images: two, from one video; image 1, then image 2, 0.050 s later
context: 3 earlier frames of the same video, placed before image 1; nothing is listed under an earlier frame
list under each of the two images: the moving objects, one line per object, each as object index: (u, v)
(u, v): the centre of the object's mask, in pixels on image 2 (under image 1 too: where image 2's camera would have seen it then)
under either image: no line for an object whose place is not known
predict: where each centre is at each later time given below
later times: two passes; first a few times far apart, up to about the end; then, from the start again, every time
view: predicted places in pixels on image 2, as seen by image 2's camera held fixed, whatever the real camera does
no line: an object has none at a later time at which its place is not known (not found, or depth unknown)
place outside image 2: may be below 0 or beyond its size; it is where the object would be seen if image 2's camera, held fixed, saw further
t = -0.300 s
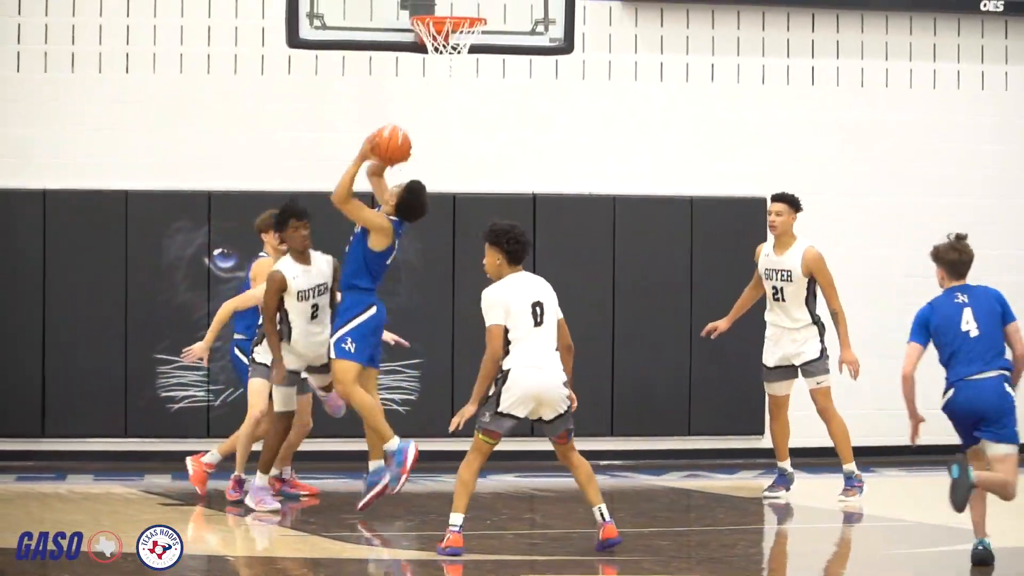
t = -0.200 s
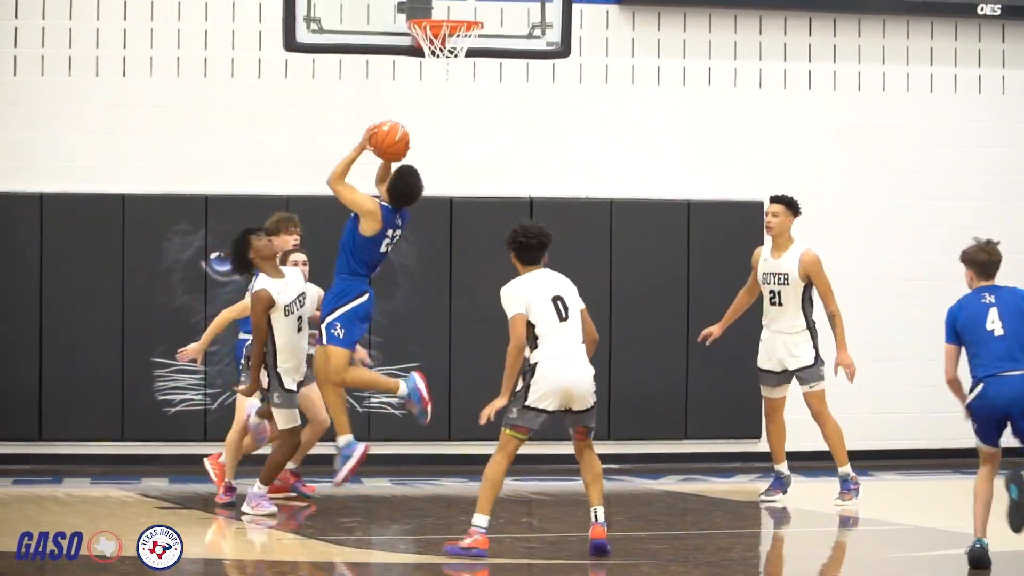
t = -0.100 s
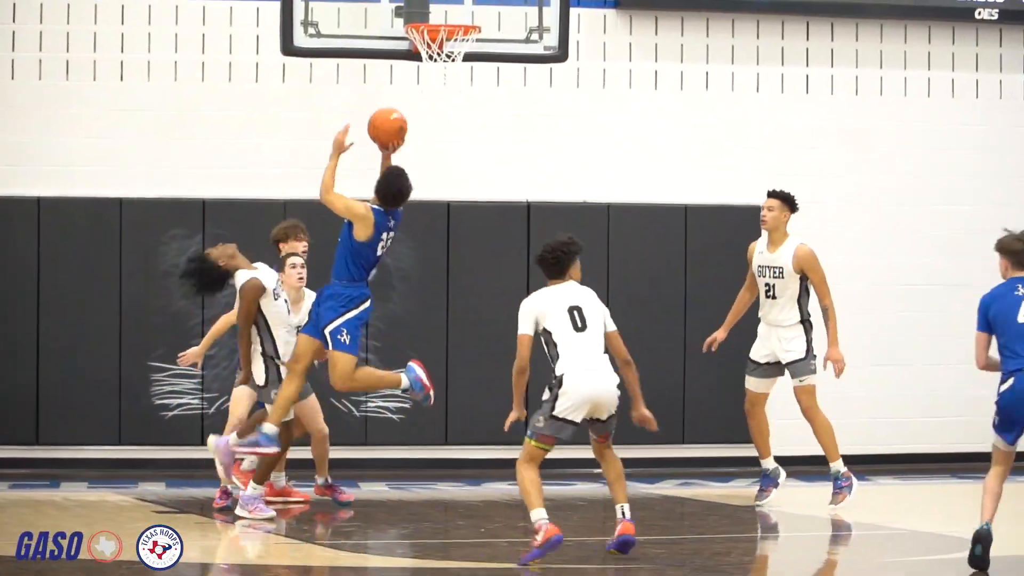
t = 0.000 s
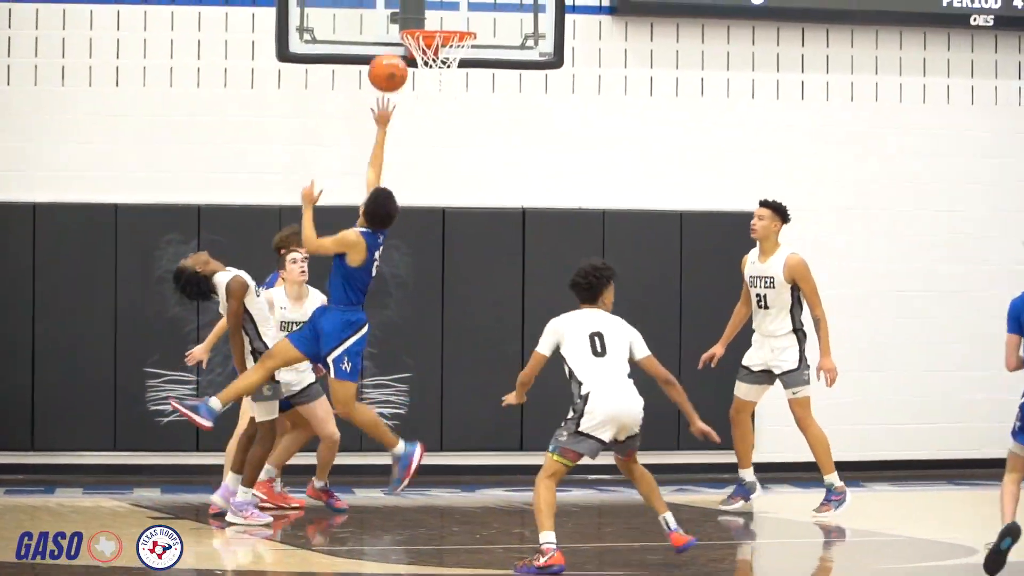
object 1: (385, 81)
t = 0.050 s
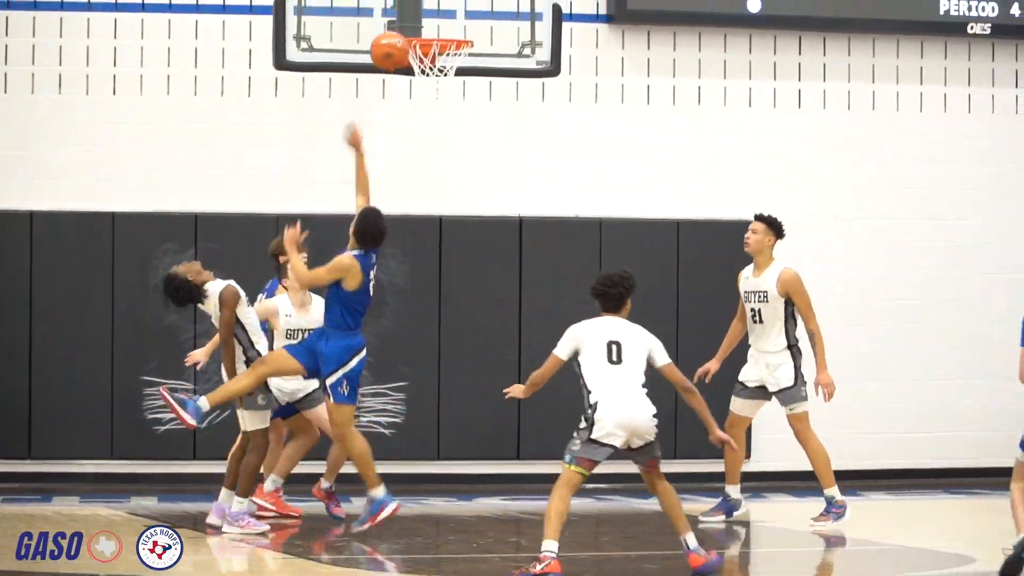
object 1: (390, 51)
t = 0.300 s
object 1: (409, -36)
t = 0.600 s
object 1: (433, -12)
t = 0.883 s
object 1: (453, -21)
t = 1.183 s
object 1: (478, 16)
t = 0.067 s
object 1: (391, 42)
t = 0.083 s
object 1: (392, 33)
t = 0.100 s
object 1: (394, 25)
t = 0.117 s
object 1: (396, 17)
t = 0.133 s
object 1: (397, 10)
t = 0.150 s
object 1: (398, 4)
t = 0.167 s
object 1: (400, -3)
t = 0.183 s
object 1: (401, -9)
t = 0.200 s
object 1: (402, -14)
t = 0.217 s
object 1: (403, -18)
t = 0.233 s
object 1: (404, -22)
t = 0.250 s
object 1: (405, -25)
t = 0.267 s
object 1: (407, -29)
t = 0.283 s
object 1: (408, -33)
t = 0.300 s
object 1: (409, -36)
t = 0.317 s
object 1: (410, -38)
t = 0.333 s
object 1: (412, -40)
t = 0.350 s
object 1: (413, -42)
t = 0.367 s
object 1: (414, -43)
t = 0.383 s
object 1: (416, -44)
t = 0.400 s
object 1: (417, -44)
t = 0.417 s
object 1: (418, -44)
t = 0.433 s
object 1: (419, -43)
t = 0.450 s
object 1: (421, -42)
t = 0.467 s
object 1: (422, -41)
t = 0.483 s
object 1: (423, -38)
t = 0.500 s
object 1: (425, -36)
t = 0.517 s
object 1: (426, -33)
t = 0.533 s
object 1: (428, -29)
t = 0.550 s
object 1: (429, -26)
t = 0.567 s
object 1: (430, -22)
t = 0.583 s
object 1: (432, -17)
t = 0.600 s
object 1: (433, -12)
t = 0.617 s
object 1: (434, -6)
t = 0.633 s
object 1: (435, 0)
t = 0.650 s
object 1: (437, 7)
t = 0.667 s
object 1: (438, 14)
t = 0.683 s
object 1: (439, 21)
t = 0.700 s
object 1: (440, 24)
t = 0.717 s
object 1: (441, 20)
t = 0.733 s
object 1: (441, 14)
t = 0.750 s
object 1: (442, 8)
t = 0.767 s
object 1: (443, 3)
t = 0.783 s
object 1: (444, -2)
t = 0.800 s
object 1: (446, -6)
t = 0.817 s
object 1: (447, -10)
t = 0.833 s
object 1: (449, -14)
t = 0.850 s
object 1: (450, -16)
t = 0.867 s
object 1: (452, -19)
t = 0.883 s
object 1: (453, -21)
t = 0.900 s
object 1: (454, -22)
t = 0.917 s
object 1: (456, -23)
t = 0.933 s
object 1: (457, -24)
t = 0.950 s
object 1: (458, -24)
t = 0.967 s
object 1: (460, -24)
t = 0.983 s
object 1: (461, -24)
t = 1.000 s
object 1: (463, -23)
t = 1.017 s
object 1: (464, -22)
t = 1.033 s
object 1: (466, -20)
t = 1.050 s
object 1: (467, -18)
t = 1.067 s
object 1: (468, -15)
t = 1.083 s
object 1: (470, -12)
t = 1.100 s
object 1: (471, -9)
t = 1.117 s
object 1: (472, -5)
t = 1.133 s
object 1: (474, 0)
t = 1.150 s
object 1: (475, 4)
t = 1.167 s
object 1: (476, 10)
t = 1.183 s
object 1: (478, 16)
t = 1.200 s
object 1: (479, 21)
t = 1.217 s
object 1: (481, 27)
